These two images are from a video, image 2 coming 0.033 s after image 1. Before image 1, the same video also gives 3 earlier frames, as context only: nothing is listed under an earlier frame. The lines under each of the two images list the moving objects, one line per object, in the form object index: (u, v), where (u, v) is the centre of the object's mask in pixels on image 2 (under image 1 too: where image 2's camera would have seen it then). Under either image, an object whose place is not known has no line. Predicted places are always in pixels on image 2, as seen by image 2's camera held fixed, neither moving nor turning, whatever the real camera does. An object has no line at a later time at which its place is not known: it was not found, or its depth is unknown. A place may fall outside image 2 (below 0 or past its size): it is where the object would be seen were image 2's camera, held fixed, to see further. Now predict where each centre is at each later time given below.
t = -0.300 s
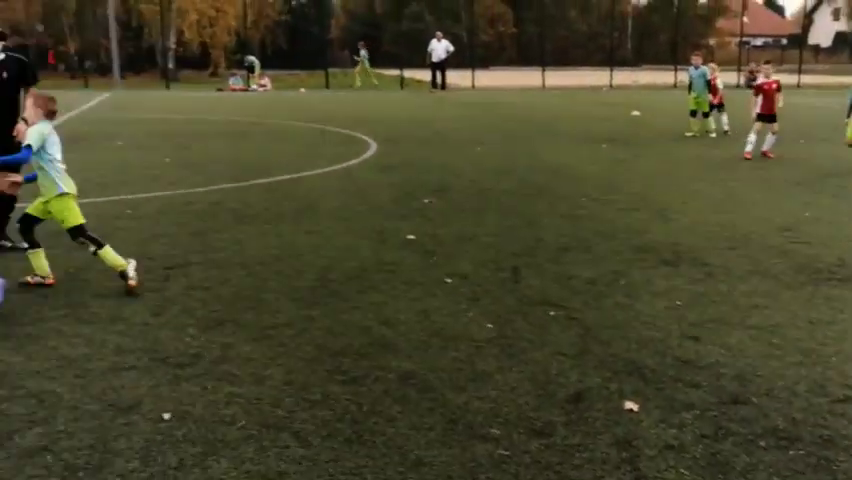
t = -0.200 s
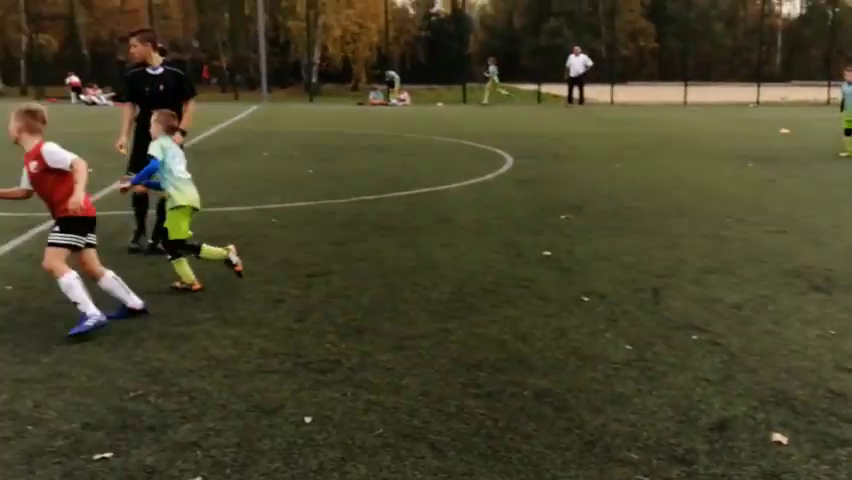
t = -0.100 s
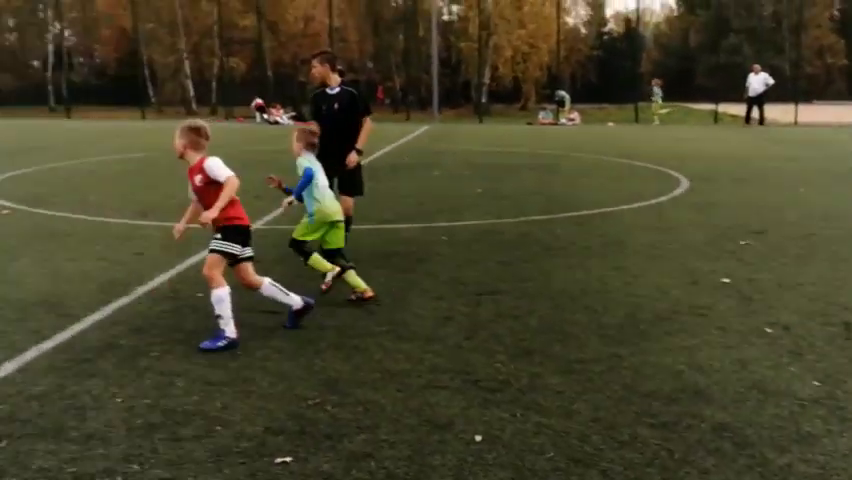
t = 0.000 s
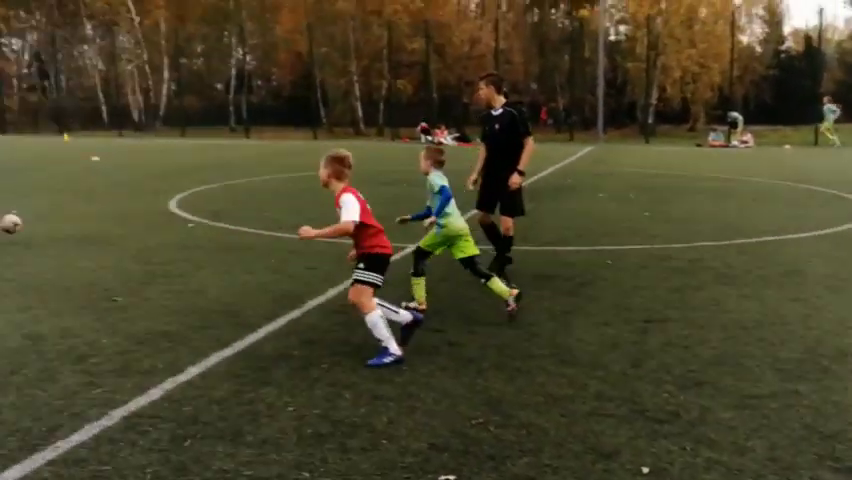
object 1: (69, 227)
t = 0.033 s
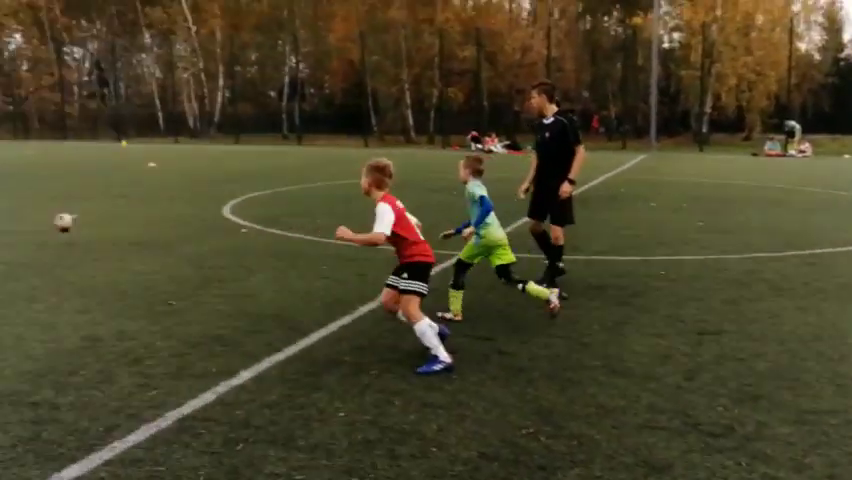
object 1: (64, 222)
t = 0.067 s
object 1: (60, 218)
